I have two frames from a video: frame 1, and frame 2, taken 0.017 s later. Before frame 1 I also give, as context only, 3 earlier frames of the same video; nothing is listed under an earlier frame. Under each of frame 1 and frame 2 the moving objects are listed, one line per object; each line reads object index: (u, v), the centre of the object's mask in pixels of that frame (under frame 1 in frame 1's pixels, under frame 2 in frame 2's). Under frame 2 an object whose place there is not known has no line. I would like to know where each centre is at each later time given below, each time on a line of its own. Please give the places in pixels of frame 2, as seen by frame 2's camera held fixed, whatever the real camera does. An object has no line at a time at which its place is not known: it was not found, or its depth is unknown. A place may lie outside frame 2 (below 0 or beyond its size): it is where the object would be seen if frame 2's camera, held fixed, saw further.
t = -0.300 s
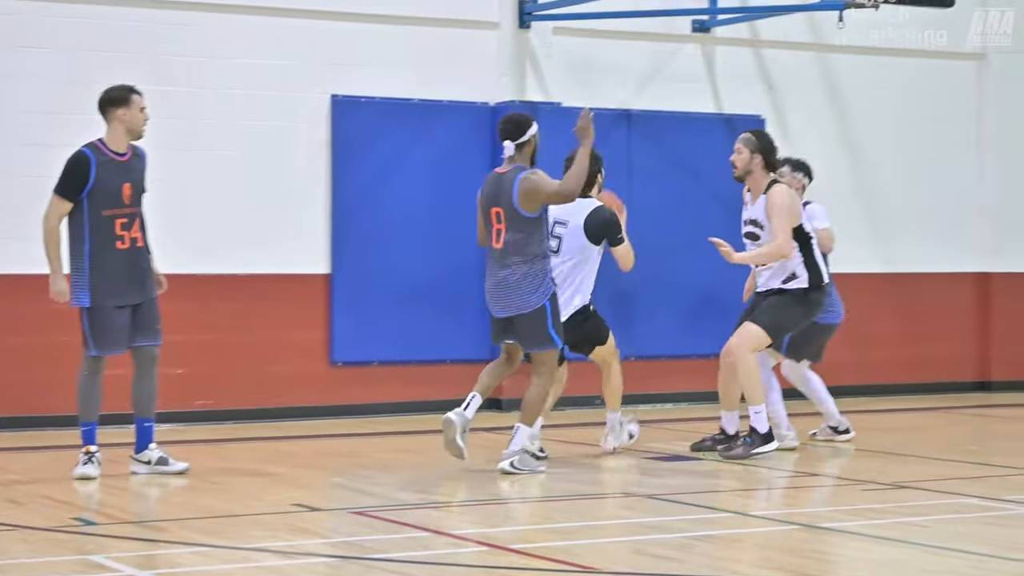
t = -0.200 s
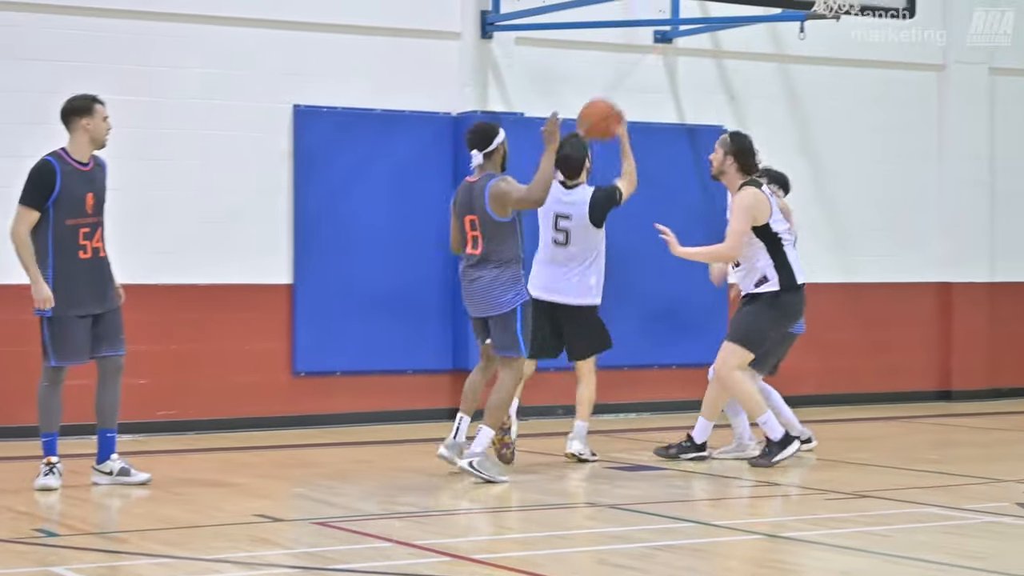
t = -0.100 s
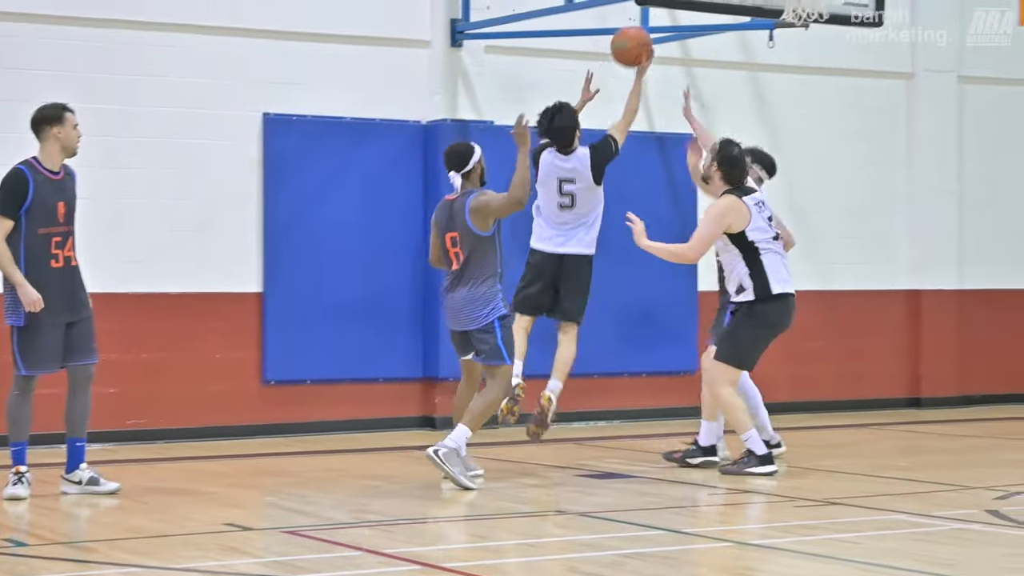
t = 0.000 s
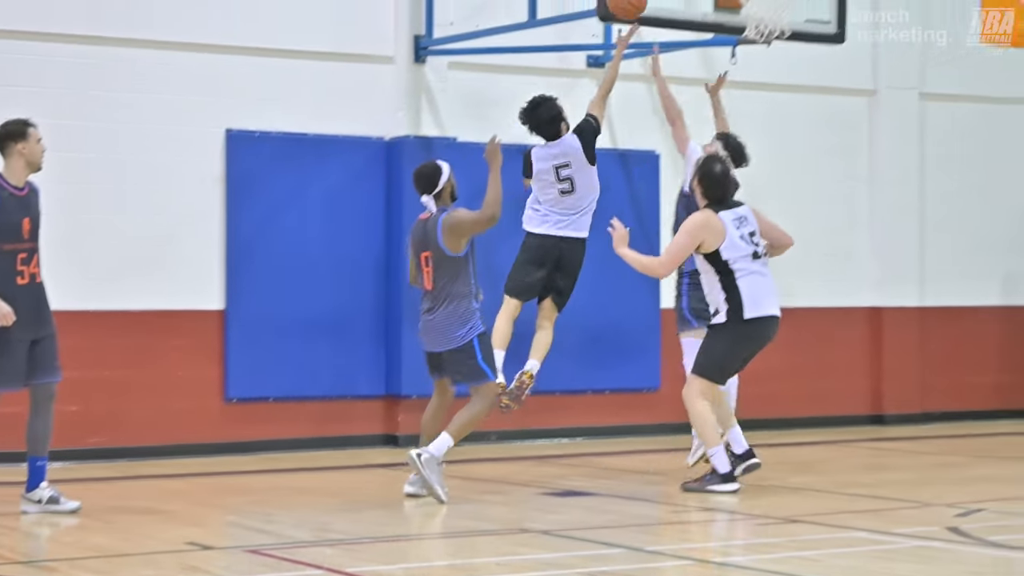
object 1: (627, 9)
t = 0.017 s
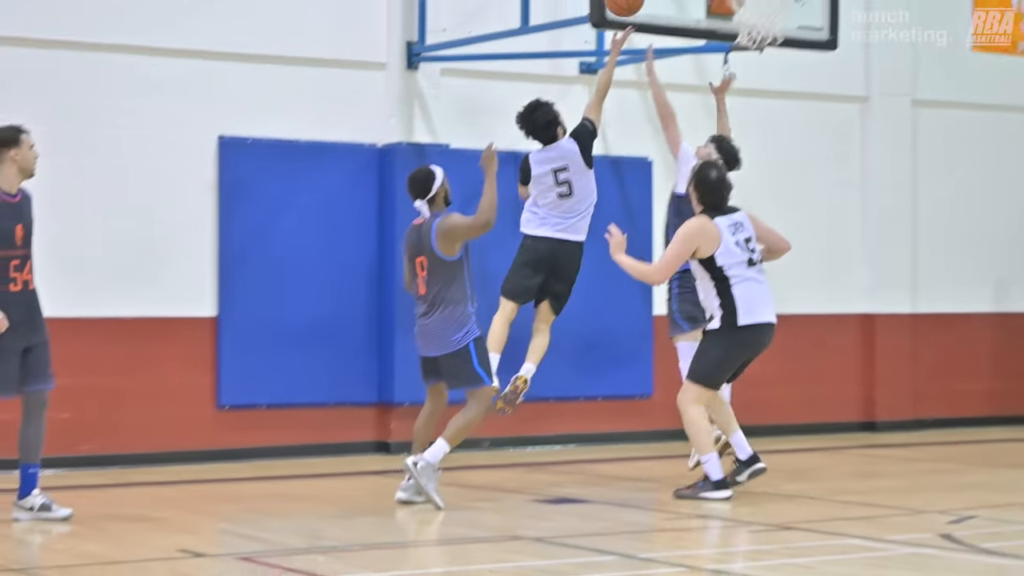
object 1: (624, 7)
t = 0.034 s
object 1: (629, -2)
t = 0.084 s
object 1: (645, -32)
